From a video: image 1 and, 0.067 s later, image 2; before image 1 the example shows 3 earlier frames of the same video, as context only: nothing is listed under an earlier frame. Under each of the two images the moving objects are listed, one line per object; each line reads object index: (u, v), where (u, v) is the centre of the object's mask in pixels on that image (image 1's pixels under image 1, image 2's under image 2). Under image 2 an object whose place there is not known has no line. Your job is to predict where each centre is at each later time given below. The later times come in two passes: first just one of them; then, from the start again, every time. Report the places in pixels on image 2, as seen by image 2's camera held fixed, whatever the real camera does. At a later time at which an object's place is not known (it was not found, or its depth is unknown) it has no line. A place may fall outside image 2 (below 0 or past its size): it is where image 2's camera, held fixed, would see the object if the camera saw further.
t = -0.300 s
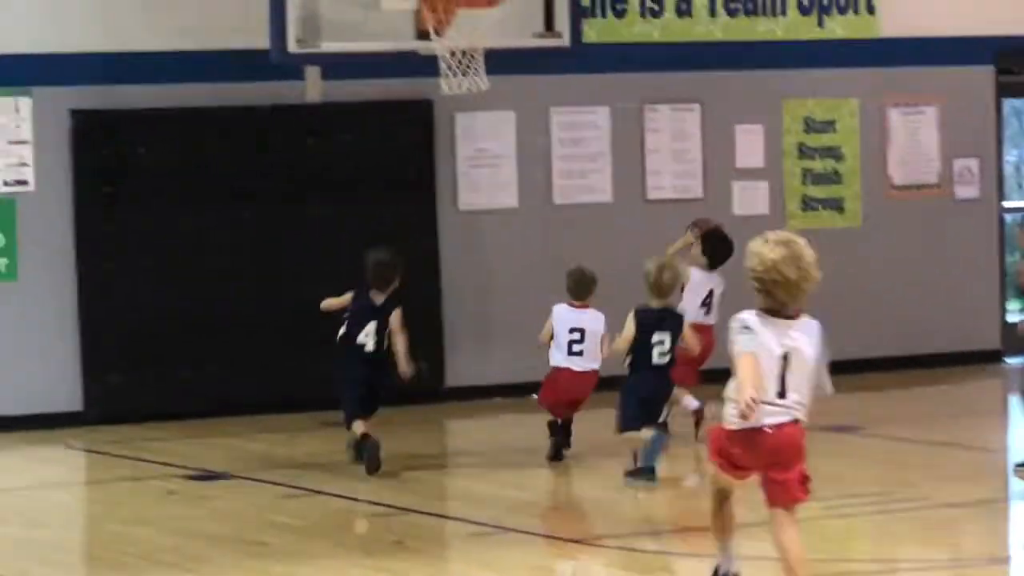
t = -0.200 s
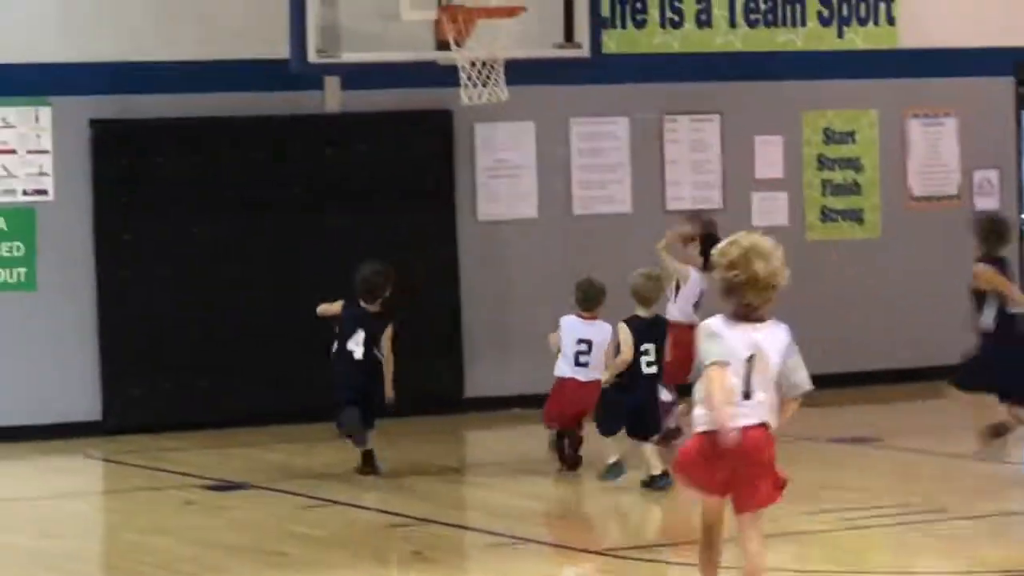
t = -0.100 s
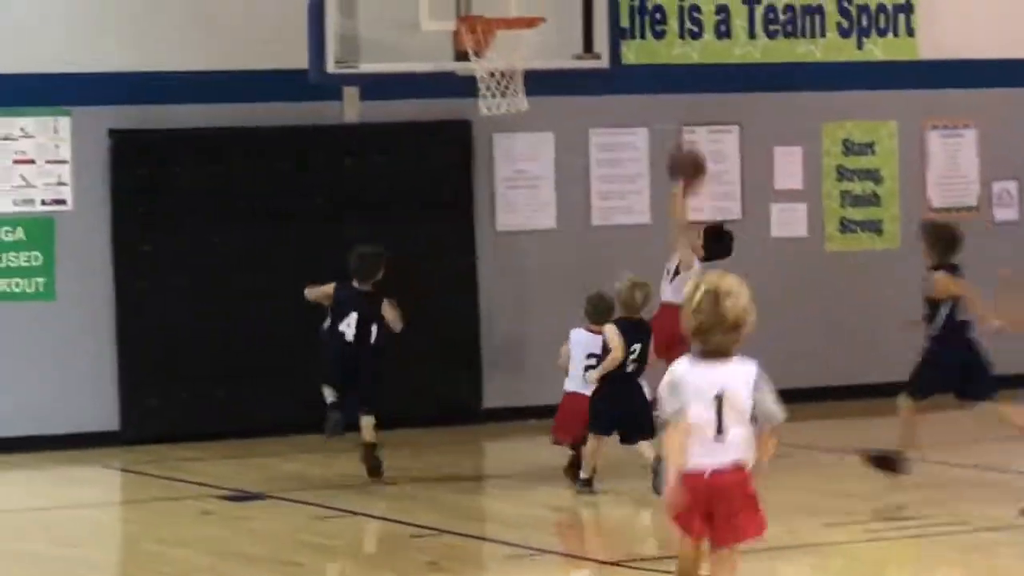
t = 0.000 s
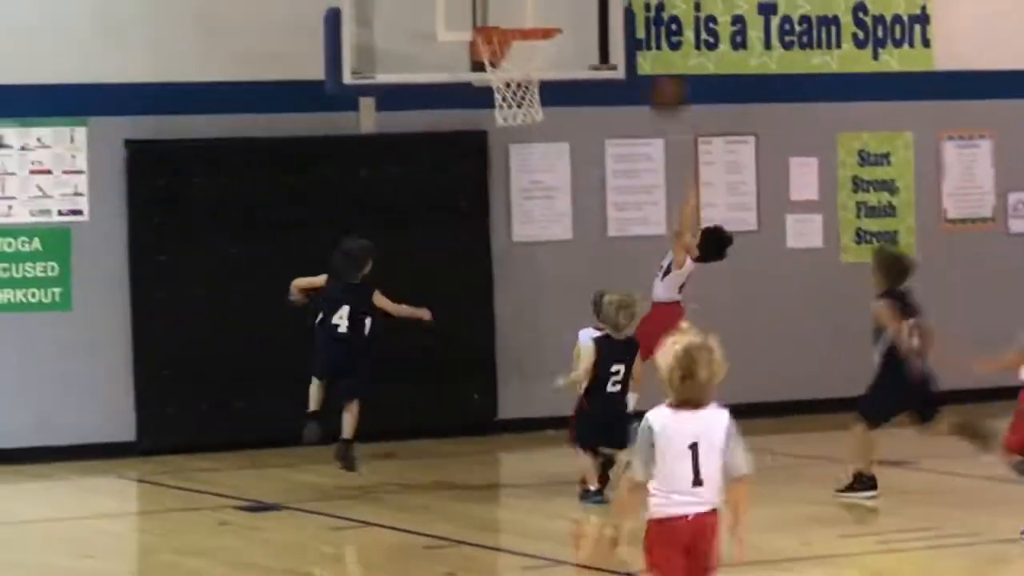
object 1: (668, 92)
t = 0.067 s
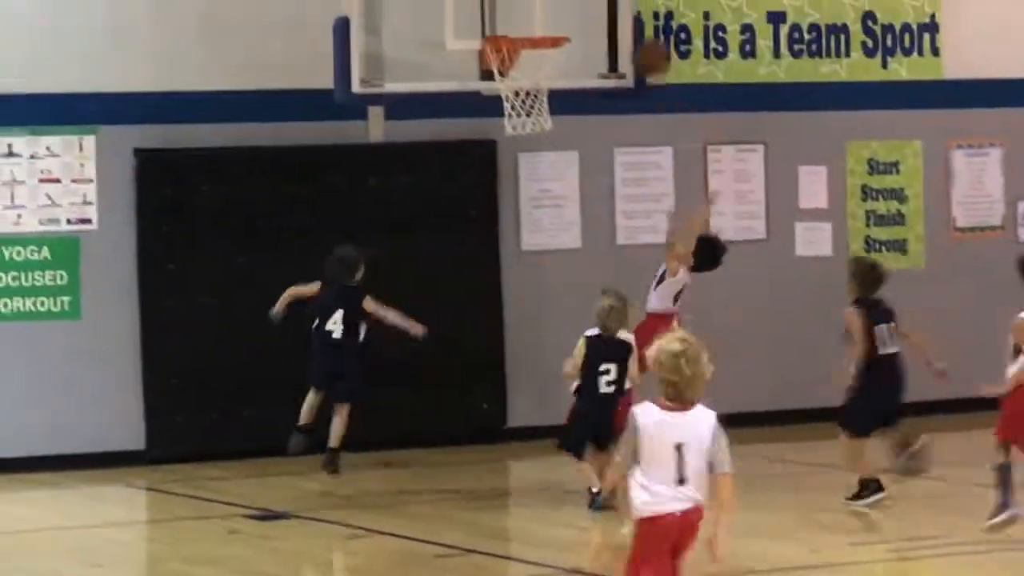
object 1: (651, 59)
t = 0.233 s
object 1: (600, -11)
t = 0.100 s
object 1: (638, 39)
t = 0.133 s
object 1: (627, 19)
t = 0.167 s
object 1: (614, 4)
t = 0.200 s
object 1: (603, -5)
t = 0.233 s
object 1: (600, -11)
